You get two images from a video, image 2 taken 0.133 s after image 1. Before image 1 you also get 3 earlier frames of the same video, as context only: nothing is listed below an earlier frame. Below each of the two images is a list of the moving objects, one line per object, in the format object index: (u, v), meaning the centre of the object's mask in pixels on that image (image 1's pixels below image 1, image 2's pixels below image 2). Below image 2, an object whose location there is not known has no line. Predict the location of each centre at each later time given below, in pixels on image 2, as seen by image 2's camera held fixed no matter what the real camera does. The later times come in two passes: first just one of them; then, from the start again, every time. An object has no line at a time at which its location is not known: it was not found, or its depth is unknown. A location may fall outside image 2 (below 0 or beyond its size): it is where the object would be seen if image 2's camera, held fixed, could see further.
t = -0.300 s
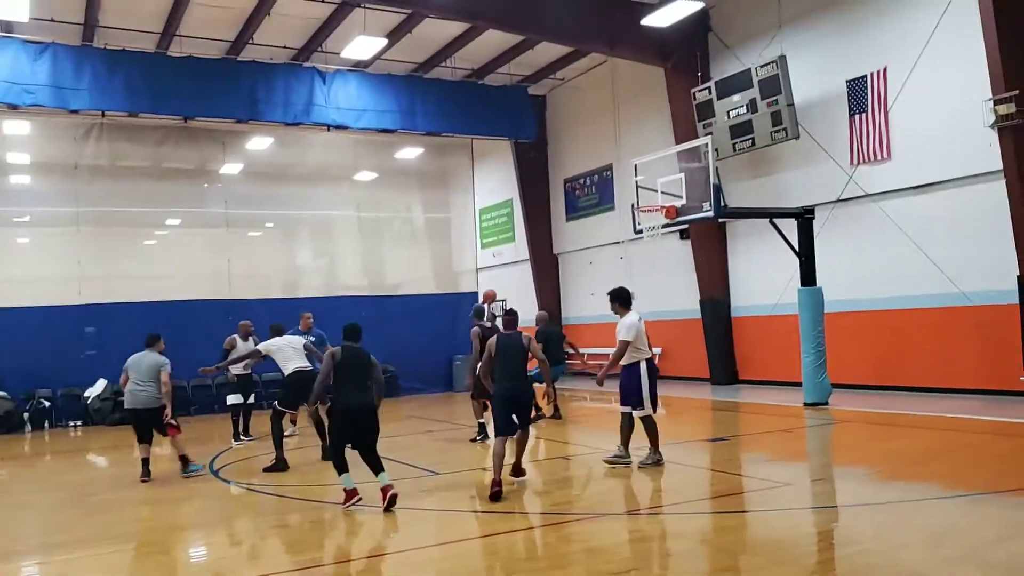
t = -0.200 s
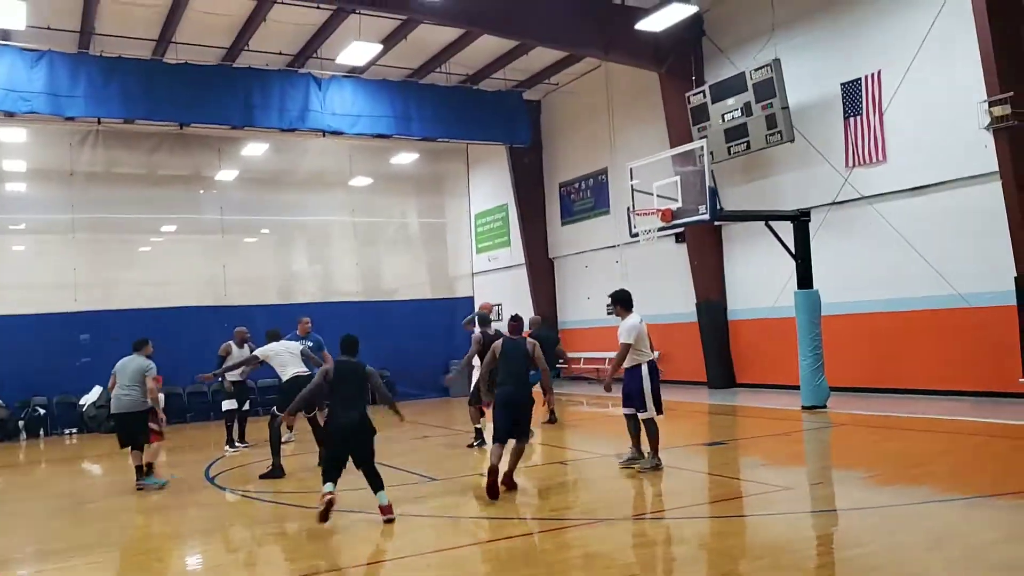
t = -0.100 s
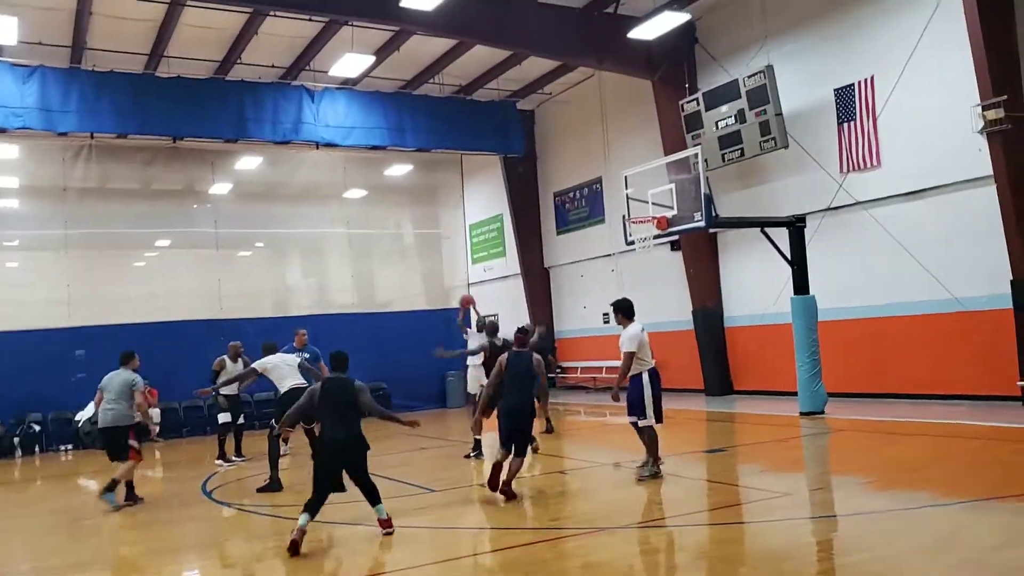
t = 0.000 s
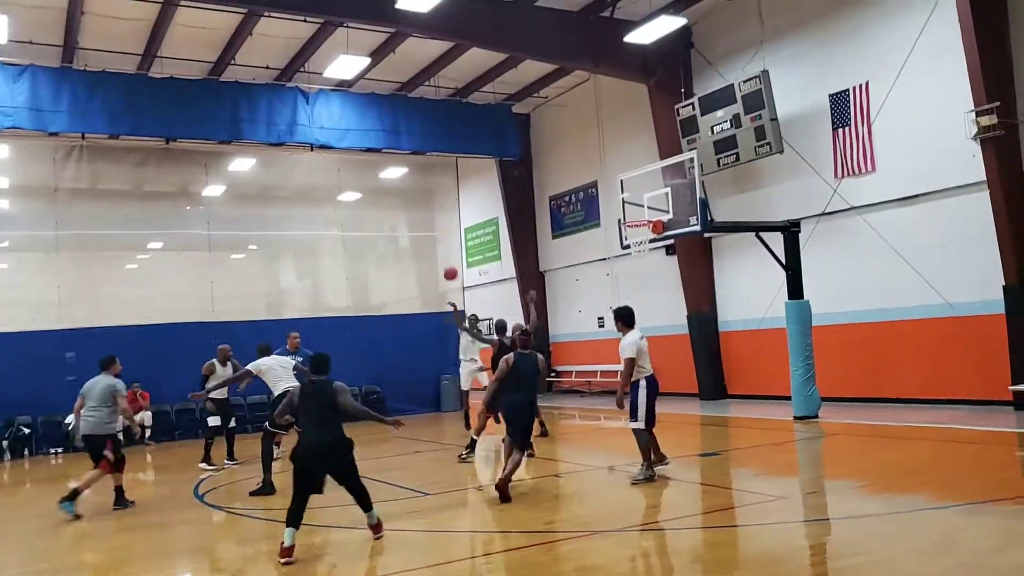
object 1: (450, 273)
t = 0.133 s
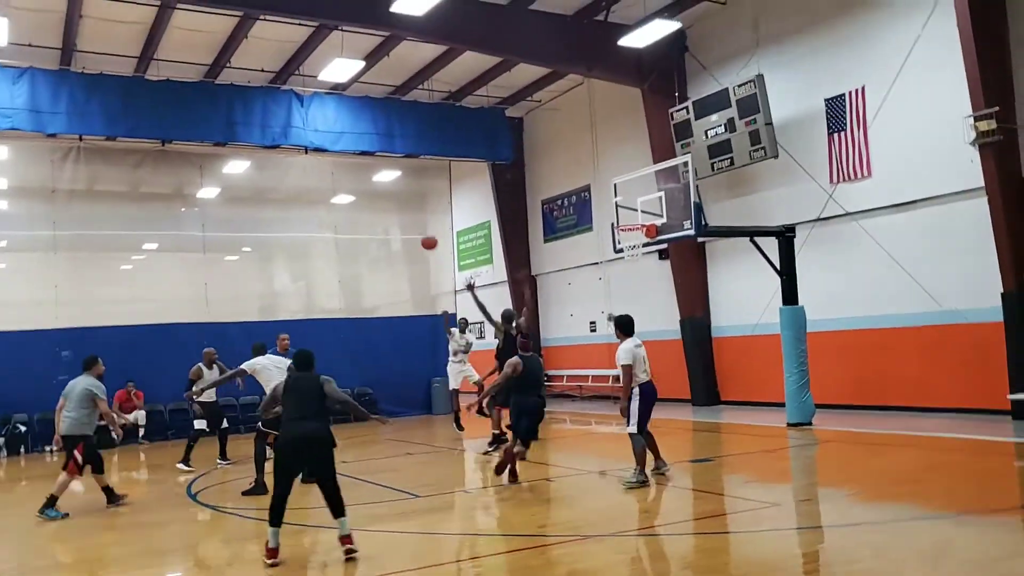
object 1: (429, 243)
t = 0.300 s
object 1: (409, 213)
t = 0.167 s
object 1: (425, 235)
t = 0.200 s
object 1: (421, 228)
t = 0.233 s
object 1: (416, 222)
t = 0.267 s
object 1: (413, 217)
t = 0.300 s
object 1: (409, 213)
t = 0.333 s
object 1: (406, 207)
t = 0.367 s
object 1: (404, 206)
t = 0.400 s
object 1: (400, 203)
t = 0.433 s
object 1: (396, 200)
